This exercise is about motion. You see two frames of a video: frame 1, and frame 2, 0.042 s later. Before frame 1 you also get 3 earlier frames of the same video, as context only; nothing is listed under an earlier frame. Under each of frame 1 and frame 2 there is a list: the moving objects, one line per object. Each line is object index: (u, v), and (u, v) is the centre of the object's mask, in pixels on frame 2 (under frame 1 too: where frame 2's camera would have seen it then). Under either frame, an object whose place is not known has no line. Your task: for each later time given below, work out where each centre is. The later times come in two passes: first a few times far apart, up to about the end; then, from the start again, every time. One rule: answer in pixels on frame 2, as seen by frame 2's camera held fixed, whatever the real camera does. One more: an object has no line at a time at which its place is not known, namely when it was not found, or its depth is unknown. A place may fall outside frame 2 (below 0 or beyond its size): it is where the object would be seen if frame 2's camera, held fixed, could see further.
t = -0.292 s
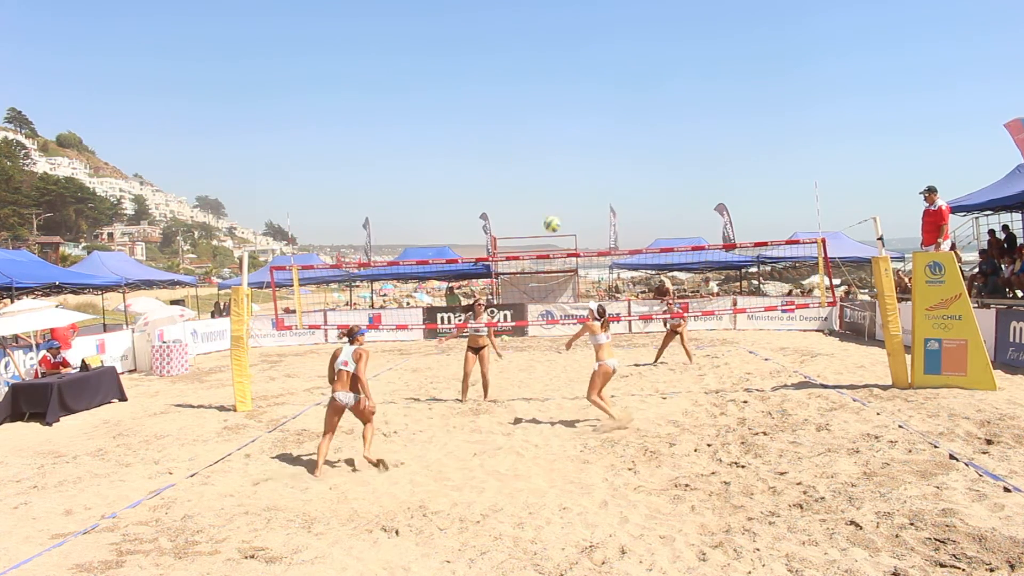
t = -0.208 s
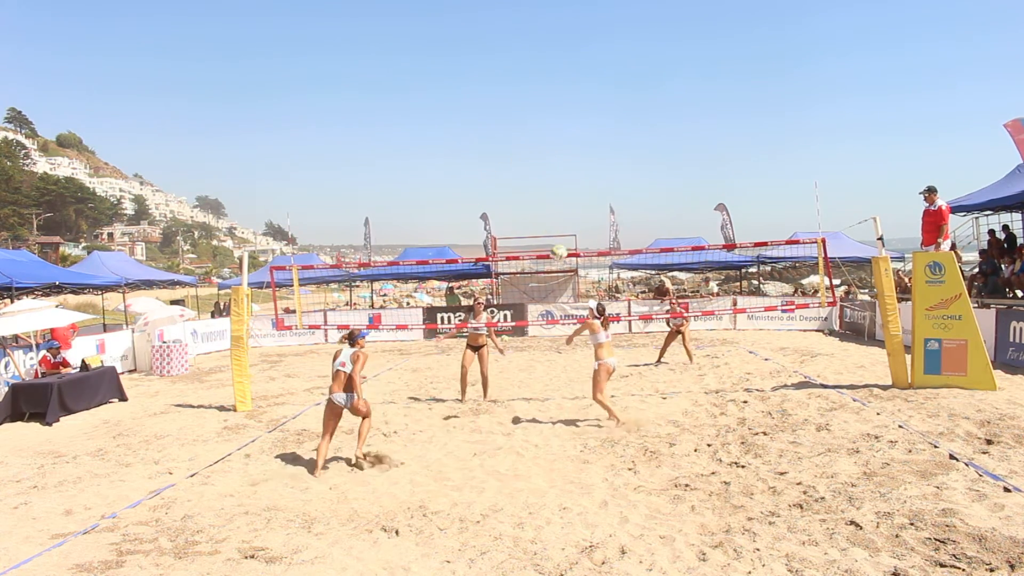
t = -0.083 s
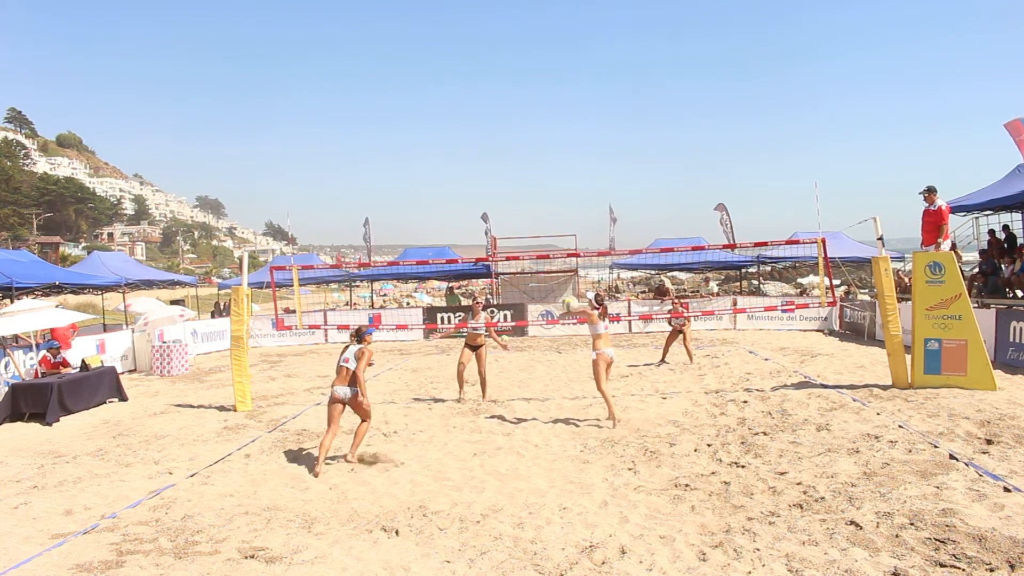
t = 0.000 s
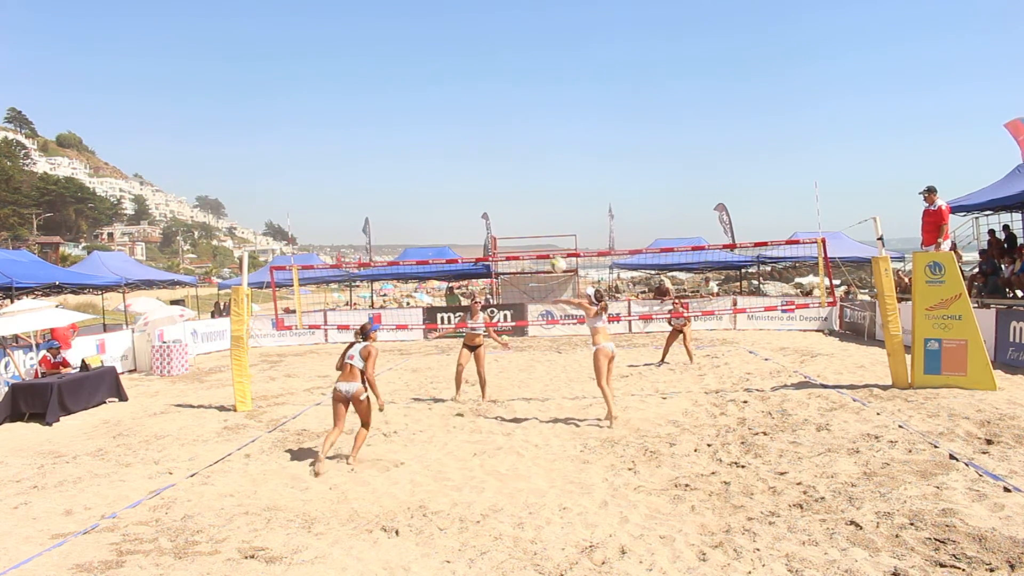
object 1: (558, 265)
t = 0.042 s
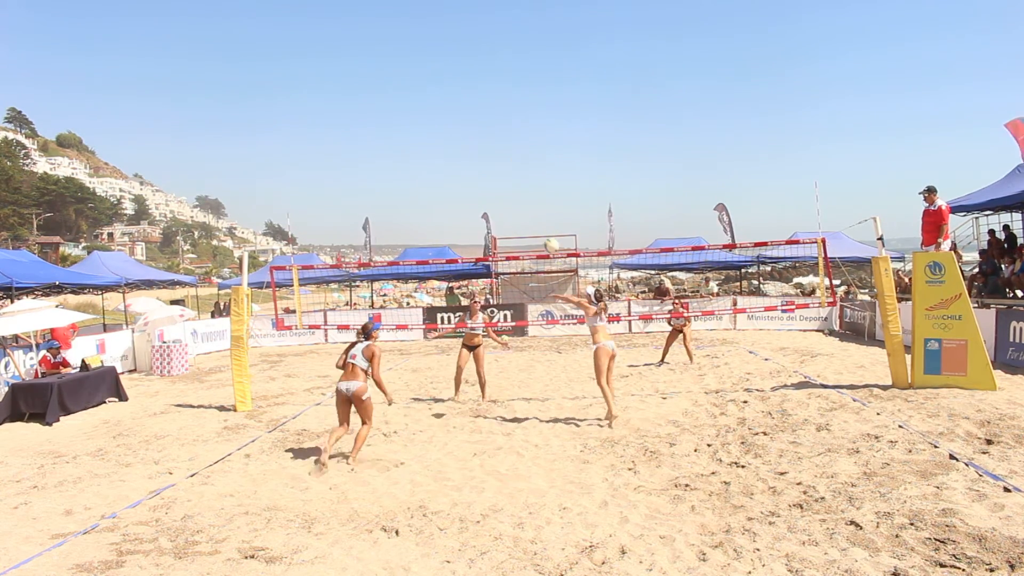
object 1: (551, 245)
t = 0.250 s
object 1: (520, 167)
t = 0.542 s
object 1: (479, 115)
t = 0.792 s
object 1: (446, 118)
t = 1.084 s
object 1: (411, 177)
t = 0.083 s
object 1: (545, 227)
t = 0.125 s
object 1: (538, 210)
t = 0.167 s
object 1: (532, 194)
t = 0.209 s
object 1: (526, 180)
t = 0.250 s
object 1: (520, 167)
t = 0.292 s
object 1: (514, 155)
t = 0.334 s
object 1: (508, 145)
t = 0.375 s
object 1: (502, 137)
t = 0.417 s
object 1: (496, 129)
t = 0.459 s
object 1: (490, 123)
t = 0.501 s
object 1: (484, 118)
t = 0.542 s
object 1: (479, 115)
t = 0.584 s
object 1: (473, 112)
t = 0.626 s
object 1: (467, 111)
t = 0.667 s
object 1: (462, 111)
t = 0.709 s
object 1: (456, 112)
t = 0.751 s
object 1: (451, 114)
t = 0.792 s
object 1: (446, 118)
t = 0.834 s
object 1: (440, 123)
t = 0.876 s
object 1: (435, 129)
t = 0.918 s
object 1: (431, 137)
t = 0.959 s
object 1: (425, 145)
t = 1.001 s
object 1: (420, 155)
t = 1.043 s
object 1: (416, 165)
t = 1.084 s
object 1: (411, 177)
